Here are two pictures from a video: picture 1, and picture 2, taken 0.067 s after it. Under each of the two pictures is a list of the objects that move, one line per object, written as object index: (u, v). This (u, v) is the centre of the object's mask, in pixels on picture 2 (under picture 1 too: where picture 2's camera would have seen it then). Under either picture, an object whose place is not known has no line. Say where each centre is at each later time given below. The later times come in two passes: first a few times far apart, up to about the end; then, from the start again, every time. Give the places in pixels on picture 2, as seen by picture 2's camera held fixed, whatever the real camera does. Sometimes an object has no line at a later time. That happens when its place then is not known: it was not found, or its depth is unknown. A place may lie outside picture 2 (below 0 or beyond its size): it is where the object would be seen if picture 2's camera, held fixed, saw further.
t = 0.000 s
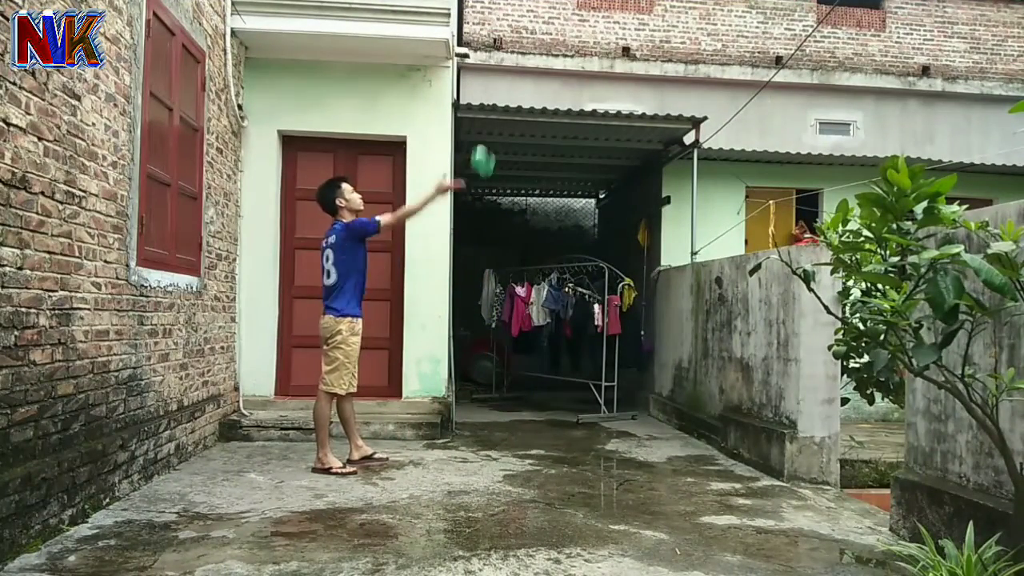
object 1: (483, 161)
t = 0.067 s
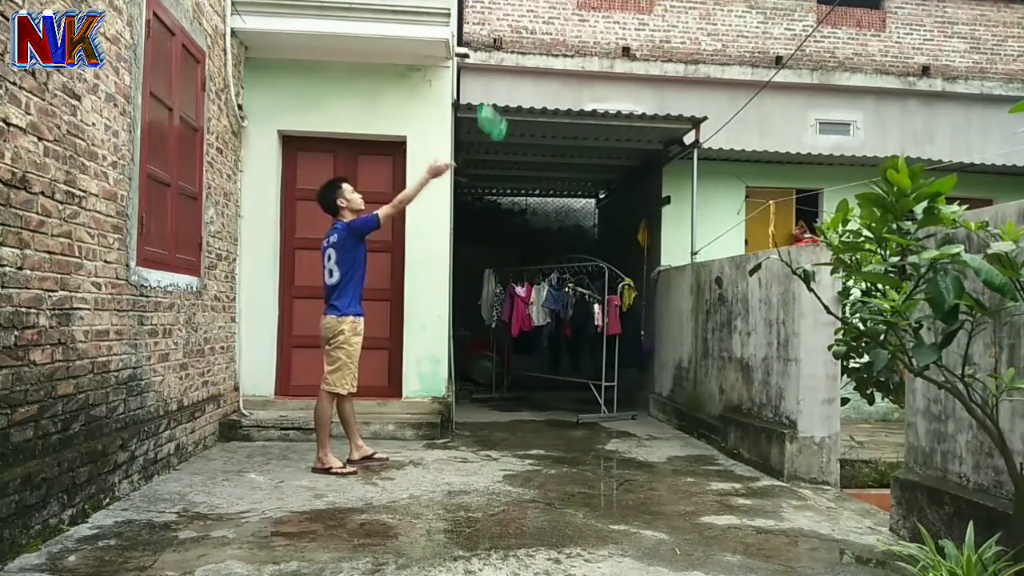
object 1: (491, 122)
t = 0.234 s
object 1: (512, 61)
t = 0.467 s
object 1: (540, 57)
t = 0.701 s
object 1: (553, 93)
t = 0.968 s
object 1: (553, 93)
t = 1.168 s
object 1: (553, 93)
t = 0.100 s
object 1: (496, 107)
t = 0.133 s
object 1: (501, 91)
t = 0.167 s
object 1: (504, 78)
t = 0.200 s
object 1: (507, 67)
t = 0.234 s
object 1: (512, 61)
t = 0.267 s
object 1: (516, 56)
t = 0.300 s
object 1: (521, 52)
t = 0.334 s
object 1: (524, 49)
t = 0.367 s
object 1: (528, 48)
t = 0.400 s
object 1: (532, 49)
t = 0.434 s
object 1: (536, 53)
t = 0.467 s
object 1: (540, 57)
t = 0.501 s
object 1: (543, 62)
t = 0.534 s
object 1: (546, 69)
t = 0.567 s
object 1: (553, 93)
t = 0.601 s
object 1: (553, 93)
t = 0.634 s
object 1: (553, 93)
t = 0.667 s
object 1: (553, 93)
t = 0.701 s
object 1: (553, 93)
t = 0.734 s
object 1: (553, 93)
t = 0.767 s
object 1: (553, 93)
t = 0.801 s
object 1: (553, 93)
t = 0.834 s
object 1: (553, 93)
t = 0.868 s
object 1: (553, 93)
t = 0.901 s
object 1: (553, 93)
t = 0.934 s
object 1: (553, 93)
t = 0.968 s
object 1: (553, 93)
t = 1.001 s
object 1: (553, 93)
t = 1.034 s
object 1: (553, 93)
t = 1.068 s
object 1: (553, 93)
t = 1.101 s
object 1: (553, 93)
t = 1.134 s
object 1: (553, 93)
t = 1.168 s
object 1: (553, 93)
